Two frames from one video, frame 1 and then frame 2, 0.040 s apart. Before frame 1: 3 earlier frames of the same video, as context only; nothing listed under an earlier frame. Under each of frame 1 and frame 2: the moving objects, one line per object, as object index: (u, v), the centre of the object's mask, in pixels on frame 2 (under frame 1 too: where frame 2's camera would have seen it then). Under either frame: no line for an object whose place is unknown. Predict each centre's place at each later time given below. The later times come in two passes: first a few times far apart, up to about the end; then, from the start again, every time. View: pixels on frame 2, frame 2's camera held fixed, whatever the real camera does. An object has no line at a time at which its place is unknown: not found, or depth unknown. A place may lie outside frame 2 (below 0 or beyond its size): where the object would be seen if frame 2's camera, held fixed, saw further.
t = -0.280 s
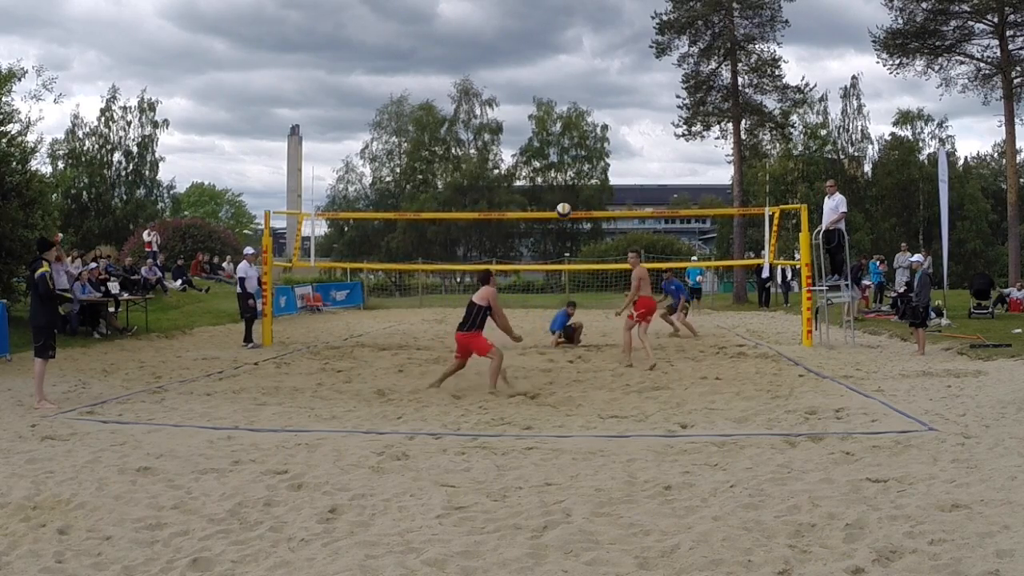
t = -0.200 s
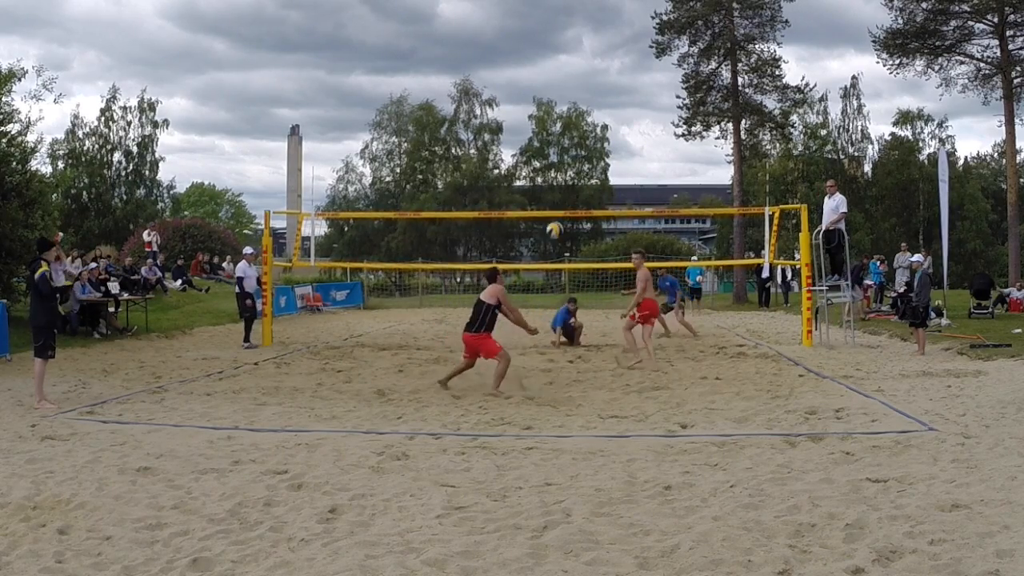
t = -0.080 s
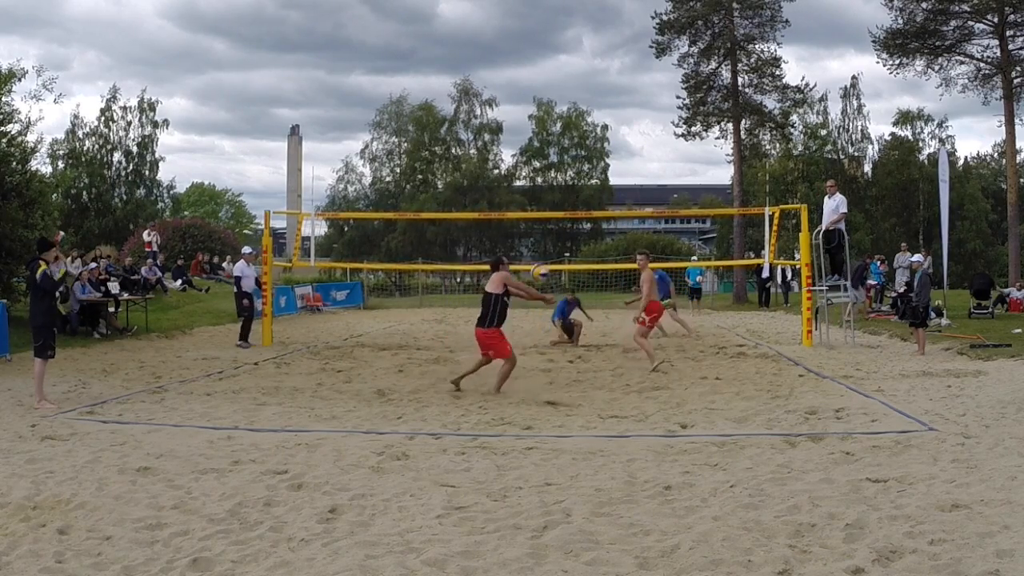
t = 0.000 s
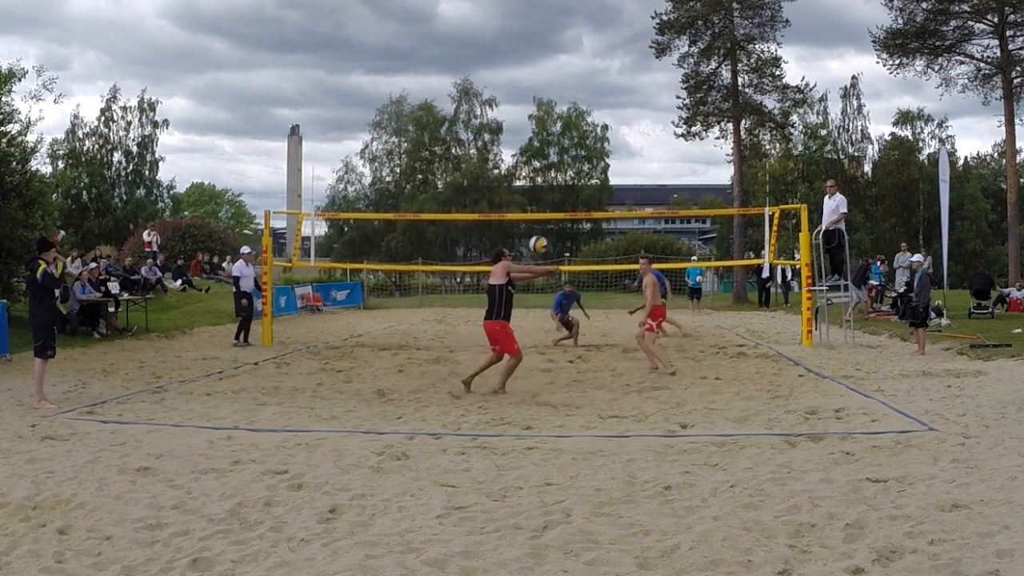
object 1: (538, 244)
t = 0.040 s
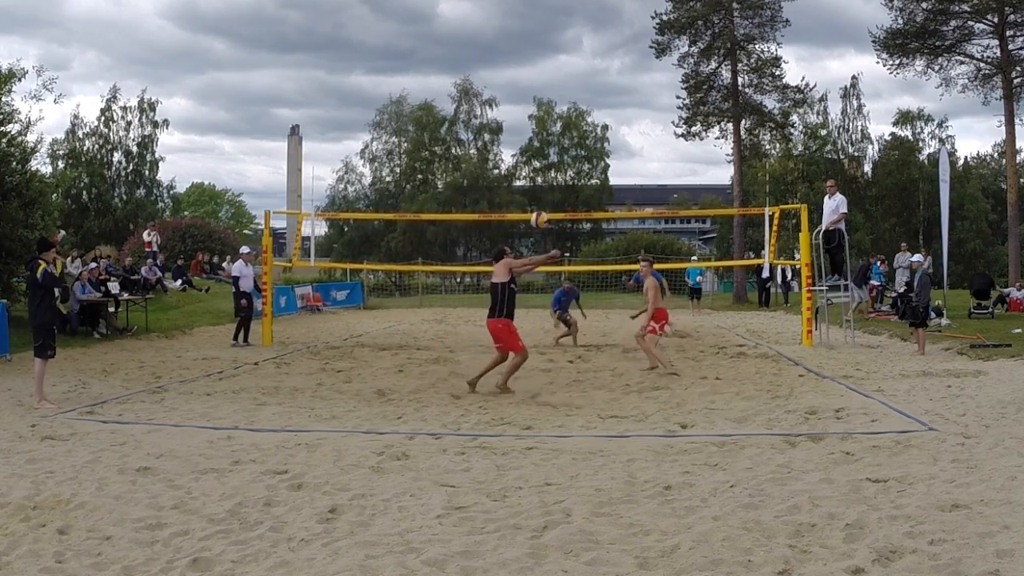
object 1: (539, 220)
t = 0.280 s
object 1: (548, 104)
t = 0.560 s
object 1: (559, 38)
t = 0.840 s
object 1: (570, 31)
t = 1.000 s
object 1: (577, 52)
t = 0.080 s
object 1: (540, 196)
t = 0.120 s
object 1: (541, 175)
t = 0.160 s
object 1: (543, 155)
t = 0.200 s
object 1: (544, 137)
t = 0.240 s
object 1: (546, 120)
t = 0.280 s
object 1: (548, 104)
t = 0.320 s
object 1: (550, 91)
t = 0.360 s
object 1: (551, 79)
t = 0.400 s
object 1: (553, 68)
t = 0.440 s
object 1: (554, 59)
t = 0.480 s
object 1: (556, 50)
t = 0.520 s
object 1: (557, 43)
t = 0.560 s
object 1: (559, 38)
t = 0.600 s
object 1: (561, 34)
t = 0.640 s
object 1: (562, 30)
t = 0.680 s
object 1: (564, 28)
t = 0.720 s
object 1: (565, 28)
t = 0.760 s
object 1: (567, 28)
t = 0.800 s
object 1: (569, 29)
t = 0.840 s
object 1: (570, 31)
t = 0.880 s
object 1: (572, 35)
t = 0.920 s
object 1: (574, 40)
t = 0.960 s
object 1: (576, 45)
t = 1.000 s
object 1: (577, 52)
